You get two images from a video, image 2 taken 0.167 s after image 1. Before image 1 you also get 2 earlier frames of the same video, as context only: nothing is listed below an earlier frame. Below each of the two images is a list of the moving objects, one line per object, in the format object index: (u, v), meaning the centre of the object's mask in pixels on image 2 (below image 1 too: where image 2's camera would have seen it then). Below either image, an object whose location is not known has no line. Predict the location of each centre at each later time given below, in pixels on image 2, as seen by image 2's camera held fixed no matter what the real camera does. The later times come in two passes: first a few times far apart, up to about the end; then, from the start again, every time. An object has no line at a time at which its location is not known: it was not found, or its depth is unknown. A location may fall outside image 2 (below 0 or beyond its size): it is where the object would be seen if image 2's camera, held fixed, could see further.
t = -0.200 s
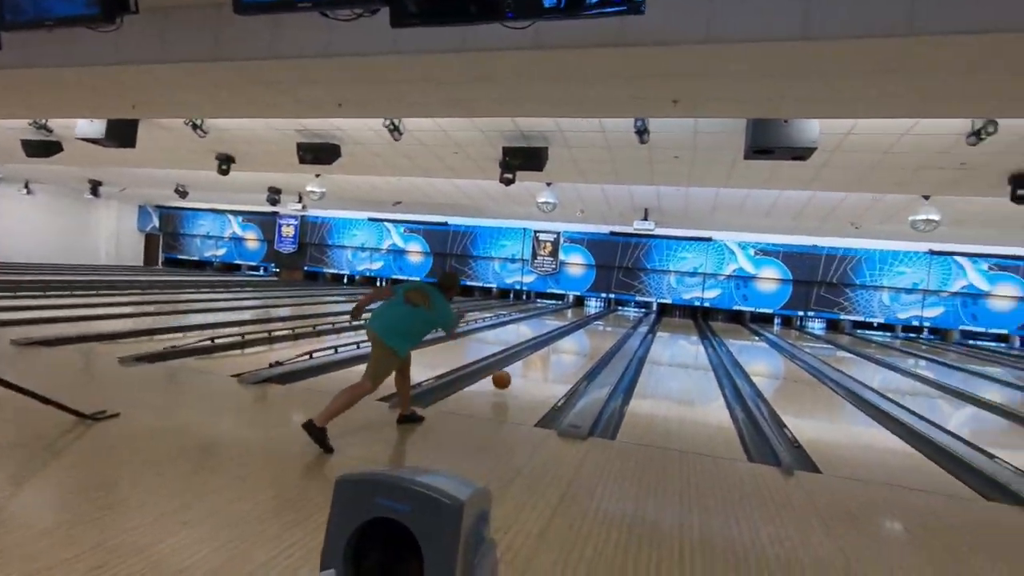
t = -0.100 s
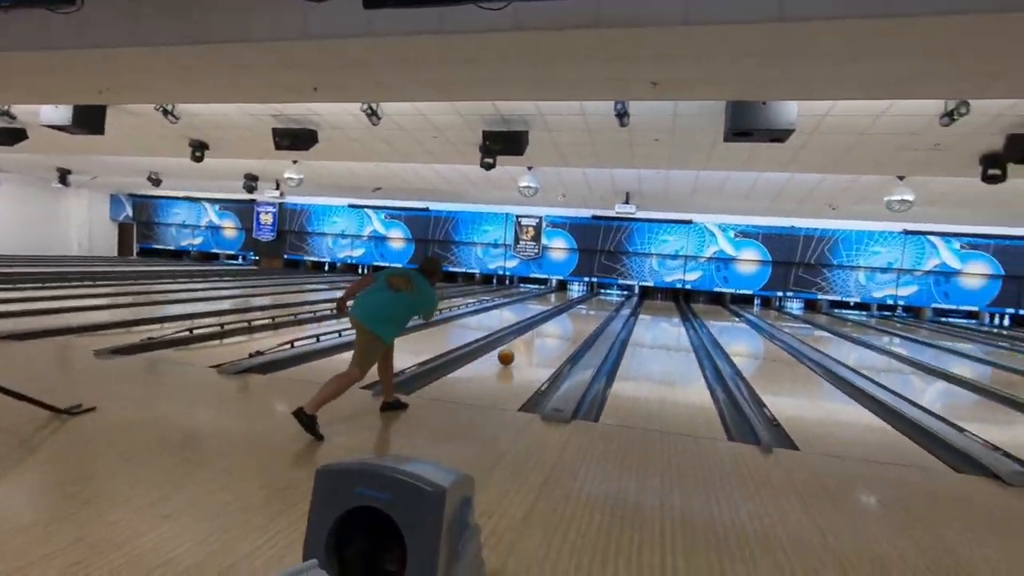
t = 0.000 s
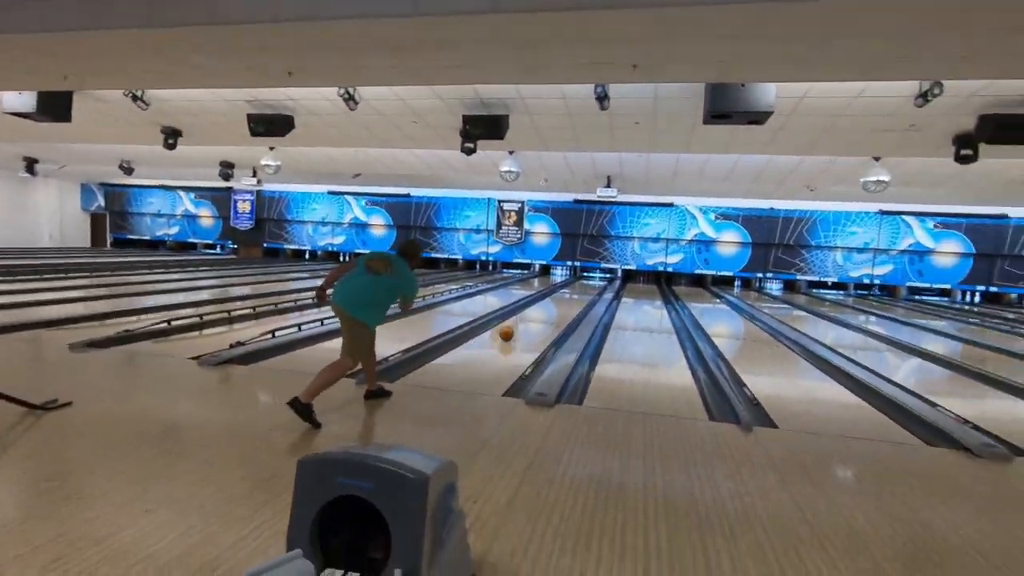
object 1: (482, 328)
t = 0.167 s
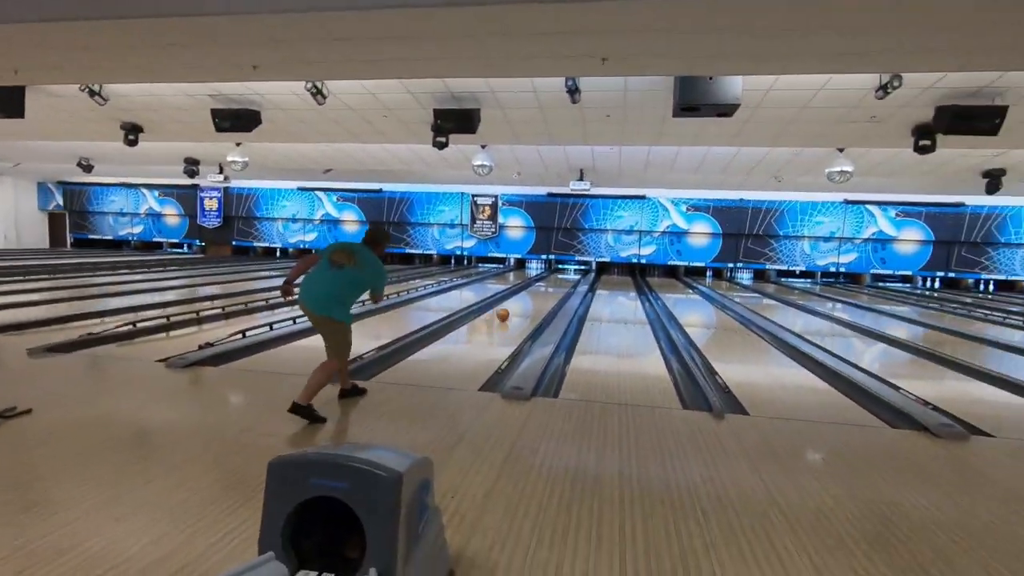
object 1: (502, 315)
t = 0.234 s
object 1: (509, 311)
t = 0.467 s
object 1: (527, 299)
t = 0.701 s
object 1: (540, 291)
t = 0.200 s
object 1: (506, 312)
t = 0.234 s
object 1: (509, 311)
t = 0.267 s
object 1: (512, 309)
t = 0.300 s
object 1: (515, 307)
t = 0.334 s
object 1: (517, 305)
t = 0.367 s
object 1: (521, 303)
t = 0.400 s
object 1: (523, 302)
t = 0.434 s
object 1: (525, 301)
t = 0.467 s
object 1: (527, 299)
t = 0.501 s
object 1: (529, 297)
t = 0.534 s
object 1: (531, 296)
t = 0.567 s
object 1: (533, 295)
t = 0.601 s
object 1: (535, 294)
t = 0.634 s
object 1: (537, 293)
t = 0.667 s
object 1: (538, 292)
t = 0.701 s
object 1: (540, 291)
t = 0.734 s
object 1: (542, 290)
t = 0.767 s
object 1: (543, 289)
